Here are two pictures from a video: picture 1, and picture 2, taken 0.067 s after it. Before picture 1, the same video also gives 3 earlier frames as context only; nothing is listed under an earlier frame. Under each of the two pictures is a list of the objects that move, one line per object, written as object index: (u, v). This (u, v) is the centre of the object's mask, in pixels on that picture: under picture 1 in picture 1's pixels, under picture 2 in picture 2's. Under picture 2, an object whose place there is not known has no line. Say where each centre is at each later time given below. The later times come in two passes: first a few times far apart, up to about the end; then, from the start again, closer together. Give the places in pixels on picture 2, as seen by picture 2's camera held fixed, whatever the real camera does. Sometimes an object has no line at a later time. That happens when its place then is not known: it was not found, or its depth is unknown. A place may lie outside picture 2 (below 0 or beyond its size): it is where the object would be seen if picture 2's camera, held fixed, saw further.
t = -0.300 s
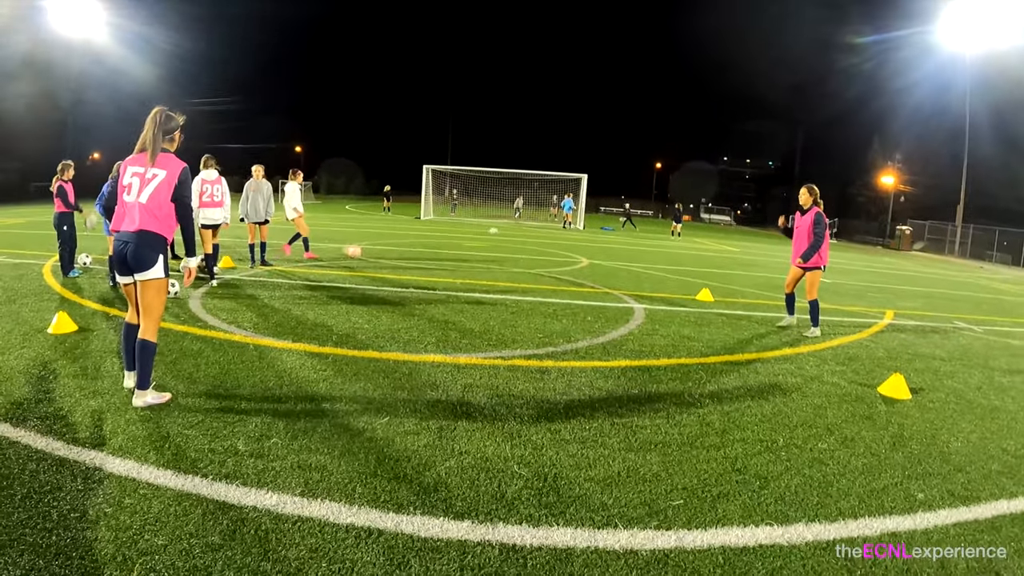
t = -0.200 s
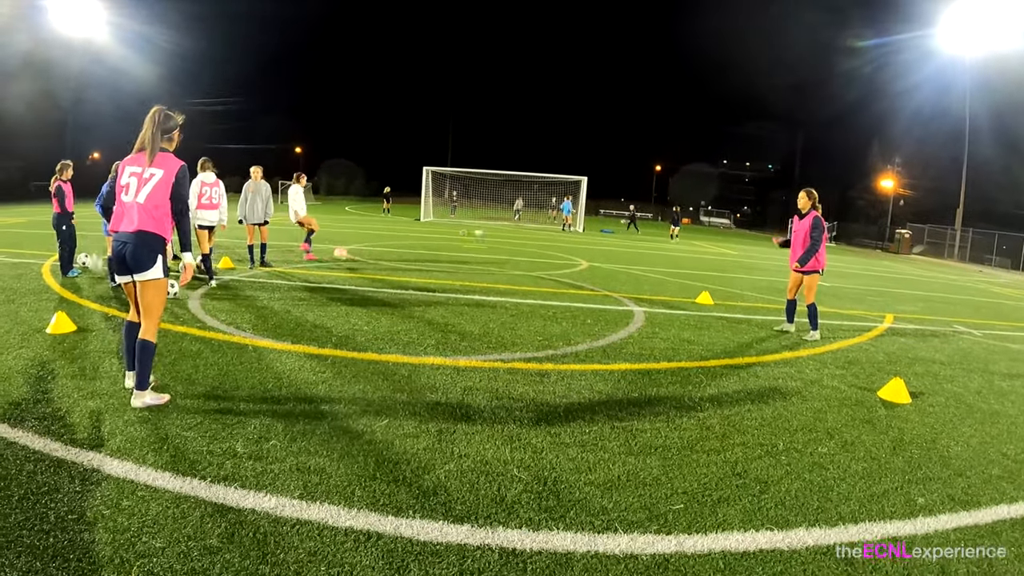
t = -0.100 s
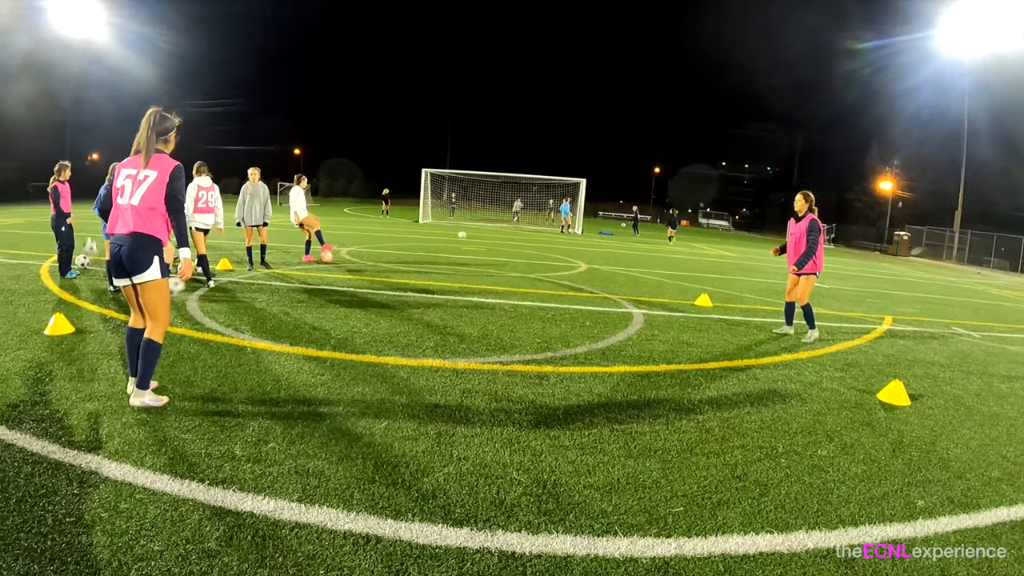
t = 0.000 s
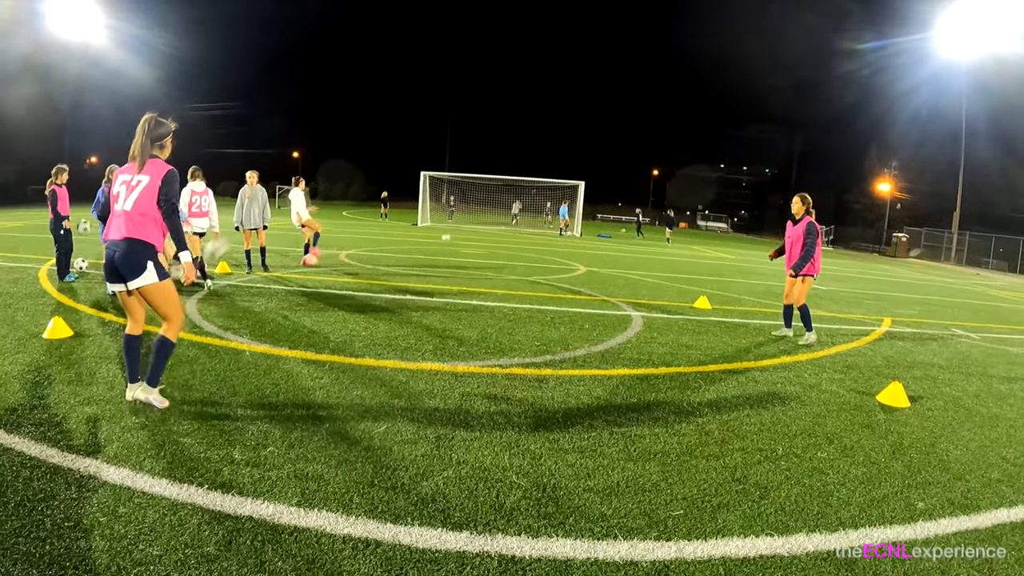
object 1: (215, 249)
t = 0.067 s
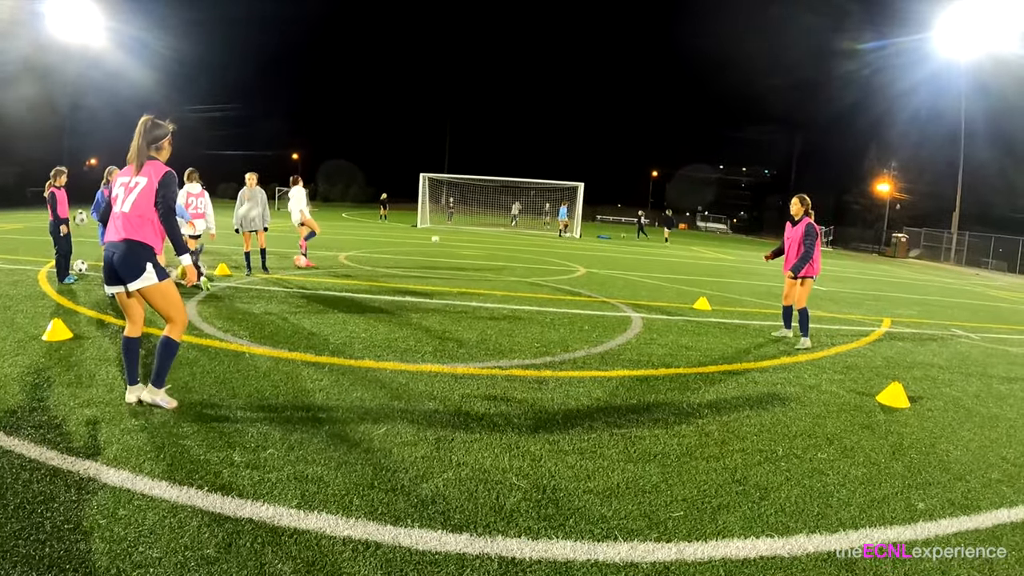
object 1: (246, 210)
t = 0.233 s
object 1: (343, 135)
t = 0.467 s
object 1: (477, 74)
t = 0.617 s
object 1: (555, 68)
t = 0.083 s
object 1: (259, 202)
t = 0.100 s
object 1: (270, 193)
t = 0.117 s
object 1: (277, 186)
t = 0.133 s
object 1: (286, 178)
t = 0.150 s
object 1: (295, 170)
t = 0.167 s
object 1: (305, 162)
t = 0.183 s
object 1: (314, 155)
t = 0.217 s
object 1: (333, 141)
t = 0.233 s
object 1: (343, 135)
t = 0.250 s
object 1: (352, 128)
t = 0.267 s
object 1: (362, 122)
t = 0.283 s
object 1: (371, 116)
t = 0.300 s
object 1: (381, 111)
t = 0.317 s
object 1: (391, 106)
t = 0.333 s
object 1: (400, 101)
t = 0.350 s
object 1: (410, 97)
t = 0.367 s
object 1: (419, 93)
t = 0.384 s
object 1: (429, 89)
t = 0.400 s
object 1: (439, 85)
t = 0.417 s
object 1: (448, 82)
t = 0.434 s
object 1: (458, 79)
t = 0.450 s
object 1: (467, 77)
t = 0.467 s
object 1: (477, 74)
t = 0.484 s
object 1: (486, 72)
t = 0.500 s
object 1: (495, 71)
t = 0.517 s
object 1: (504, 70)
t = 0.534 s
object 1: (513, 69)
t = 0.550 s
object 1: (522, 68)
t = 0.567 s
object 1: (530, 67)
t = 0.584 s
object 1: (539, 68)
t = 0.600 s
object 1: (547, 68)
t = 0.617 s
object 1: (555, 68)
